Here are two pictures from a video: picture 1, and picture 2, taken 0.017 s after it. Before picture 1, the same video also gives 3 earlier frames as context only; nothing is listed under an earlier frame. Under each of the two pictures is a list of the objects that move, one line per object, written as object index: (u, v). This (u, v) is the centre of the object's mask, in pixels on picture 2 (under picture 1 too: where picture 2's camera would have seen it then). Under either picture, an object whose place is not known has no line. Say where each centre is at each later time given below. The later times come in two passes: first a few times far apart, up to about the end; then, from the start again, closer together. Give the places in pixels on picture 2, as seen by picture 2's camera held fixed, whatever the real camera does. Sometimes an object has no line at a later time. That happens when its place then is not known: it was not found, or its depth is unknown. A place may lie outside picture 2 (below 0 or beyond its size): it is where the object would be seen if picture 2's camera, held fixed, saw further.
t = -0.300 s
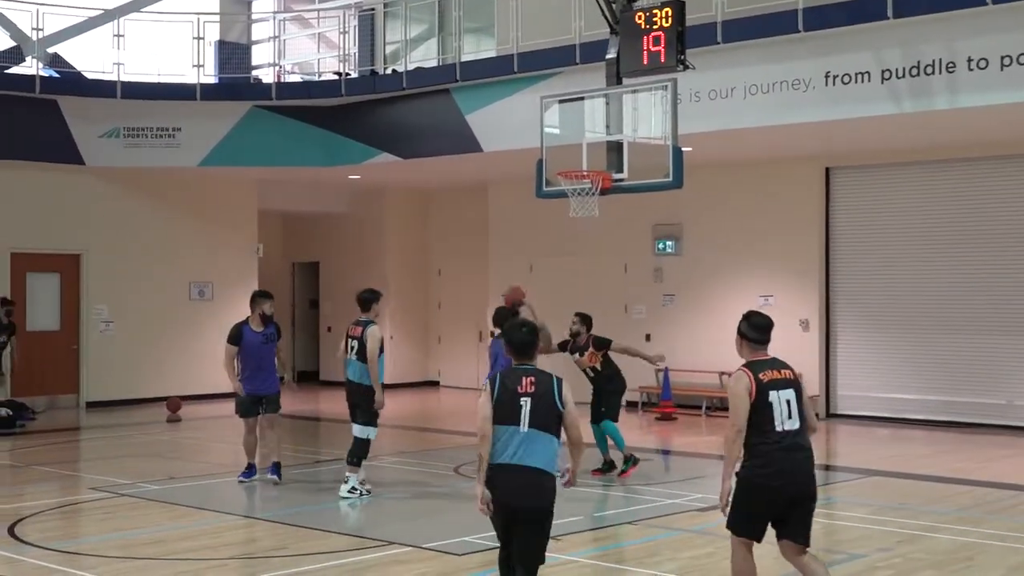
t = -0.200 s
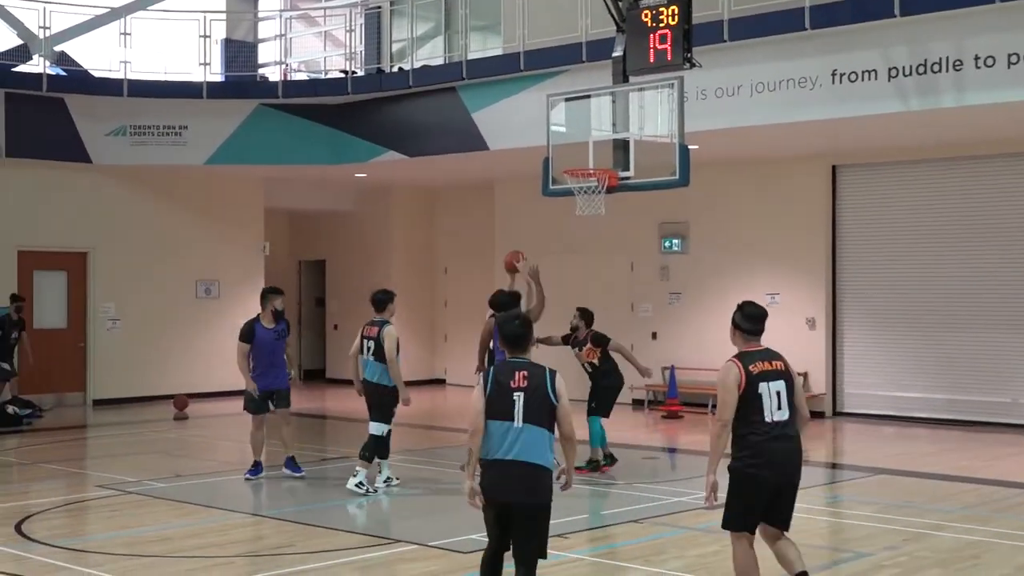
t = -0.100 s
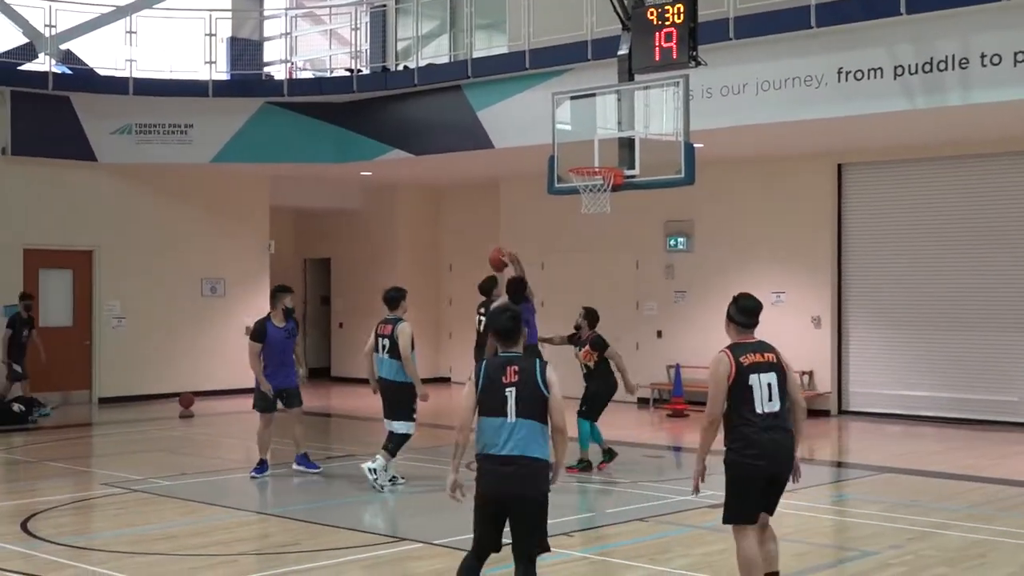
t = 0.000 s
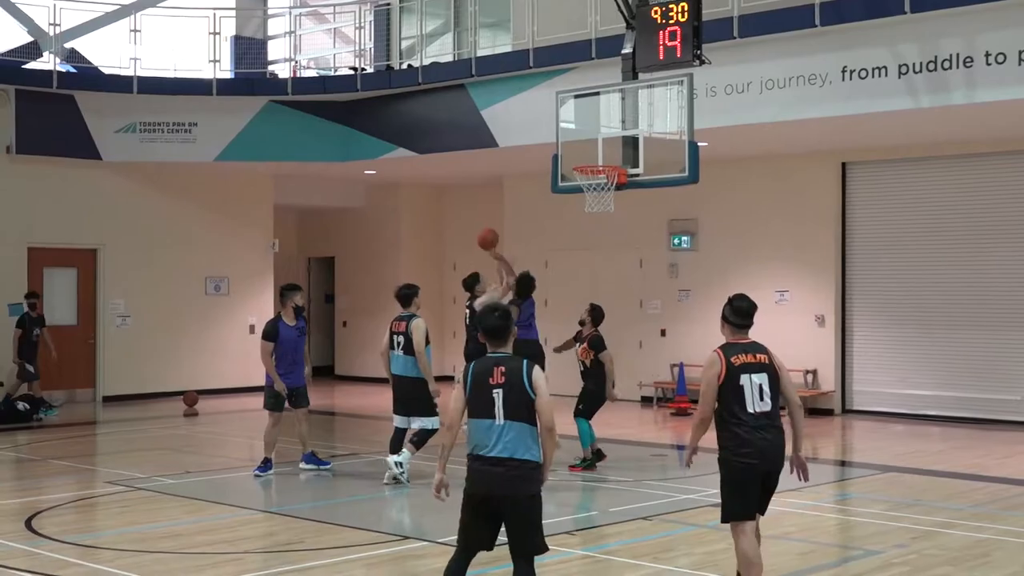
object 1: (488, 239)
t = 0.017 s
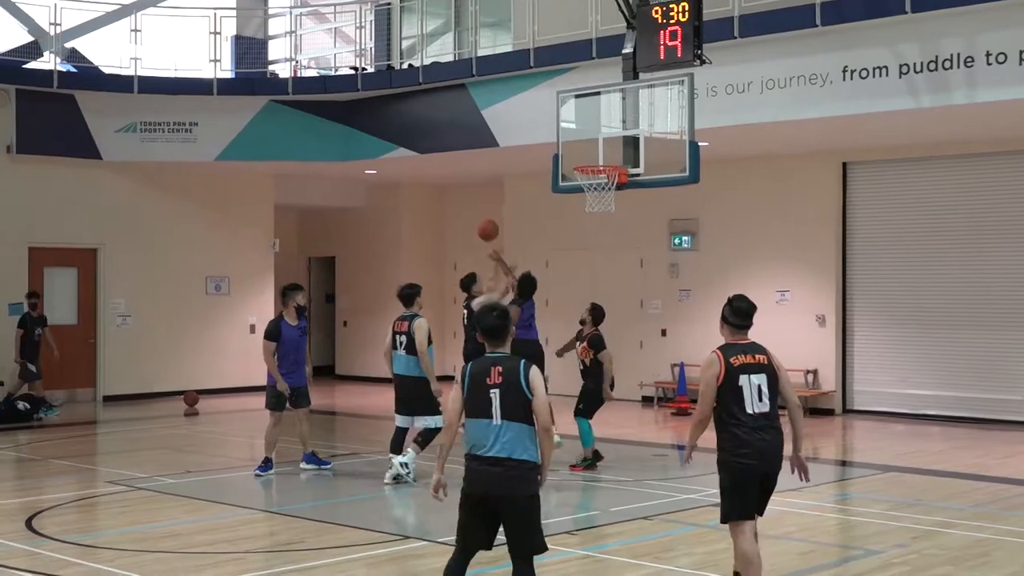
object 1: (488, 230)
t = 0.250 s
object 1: (480, 135)
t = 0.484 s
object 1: (477, 92)
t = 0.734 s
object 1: (471, 98)
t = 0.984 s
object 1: (465, 161)
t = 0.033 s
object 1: (487, 222)
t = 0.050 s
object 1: (487, 214)
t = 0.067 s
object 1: (486, 206)
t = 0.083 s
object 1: (486, 198)
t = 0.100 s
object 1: (485, 191)
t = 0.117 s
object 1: (485, 184)
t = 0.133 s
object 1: (484, 176)
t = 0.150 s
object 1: (484, 170)
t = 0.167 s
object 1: (484, 164)
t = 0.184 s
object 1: (484, 158)
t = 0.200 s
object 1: (483, 152)
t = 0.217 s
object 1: (482, 147)
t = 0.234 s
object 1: (482, 141)
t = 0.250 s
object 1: (480, 135)
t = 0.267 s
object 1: (482, 131)
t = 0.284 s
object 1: (481, 127)
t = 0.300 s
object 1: (481, 122)
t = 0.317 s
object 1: (480, 118)
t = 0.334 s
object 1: (480, 114)
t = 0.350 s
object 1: (479, 111)
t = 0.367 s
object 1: (479, 108)
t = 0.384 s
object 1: (479, 105)
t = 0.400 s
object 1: (479, 101)
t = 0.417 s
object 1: (478, 99)
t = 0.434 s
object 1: (478, 97)
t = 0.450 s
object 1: (477, 95)
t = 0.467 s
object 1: (477, 93)
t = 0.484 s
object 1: (477, 92)
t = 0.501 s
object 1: (476, 91)
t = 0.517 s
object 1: (475, 90)
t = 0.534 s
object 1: (475, 90)
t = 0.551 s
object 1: (474, 89)
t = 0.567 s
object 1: (474, 89)
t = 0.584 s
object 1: (473, 89)
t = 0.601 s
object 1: (473, 89)
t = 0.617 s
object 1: (473, 89)
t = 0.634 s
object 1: (472, 90)
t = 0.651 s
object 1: (472, 90)
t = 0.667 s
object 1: (472, 90)
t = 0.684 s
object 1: (472, 91)
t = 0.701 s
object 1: (472, 93)
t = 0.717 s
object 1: (472, 94)
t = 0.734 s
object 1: (471, 98)
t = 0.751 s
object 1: (471, 100)
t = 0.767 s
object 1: (470, 104)
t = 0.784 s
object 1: (469, 106)
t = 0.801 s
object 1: (469, 108)
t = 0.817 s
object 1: (468, 110)
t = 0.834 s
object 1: (467, 117)
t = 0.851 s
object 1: (467, 120)
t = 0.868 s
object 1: (466, 124)
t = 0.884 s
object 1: (466, 128)
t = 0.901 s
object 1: (466, 133)
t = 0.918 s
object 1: (465, 136)
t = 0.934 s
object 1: (465, 144)
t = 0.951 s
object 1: (465, 149)
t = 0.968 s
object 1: (464, 155)
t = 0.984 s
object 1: (465, 161)
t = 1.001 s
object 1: (464, 166)
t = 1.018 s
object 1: (464, 173)
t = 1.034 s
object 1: (464, 179)
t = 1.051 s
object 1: (464, 186)
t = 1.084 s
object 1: (463, 200)
